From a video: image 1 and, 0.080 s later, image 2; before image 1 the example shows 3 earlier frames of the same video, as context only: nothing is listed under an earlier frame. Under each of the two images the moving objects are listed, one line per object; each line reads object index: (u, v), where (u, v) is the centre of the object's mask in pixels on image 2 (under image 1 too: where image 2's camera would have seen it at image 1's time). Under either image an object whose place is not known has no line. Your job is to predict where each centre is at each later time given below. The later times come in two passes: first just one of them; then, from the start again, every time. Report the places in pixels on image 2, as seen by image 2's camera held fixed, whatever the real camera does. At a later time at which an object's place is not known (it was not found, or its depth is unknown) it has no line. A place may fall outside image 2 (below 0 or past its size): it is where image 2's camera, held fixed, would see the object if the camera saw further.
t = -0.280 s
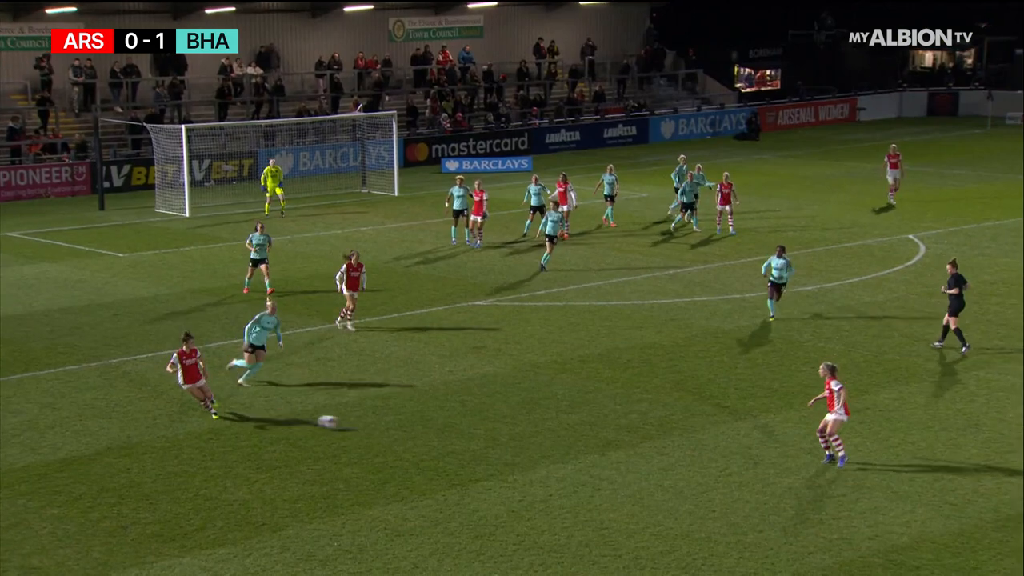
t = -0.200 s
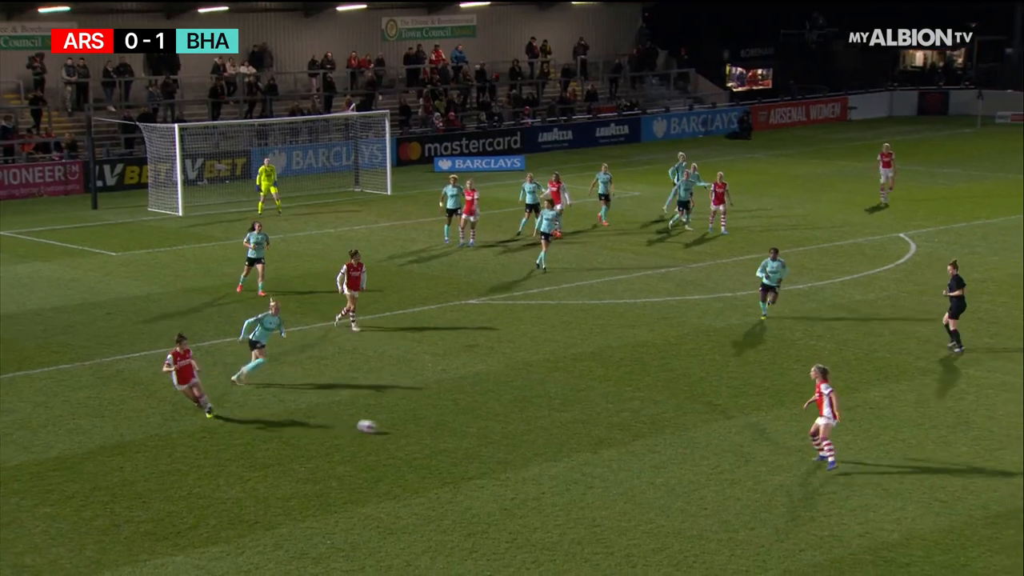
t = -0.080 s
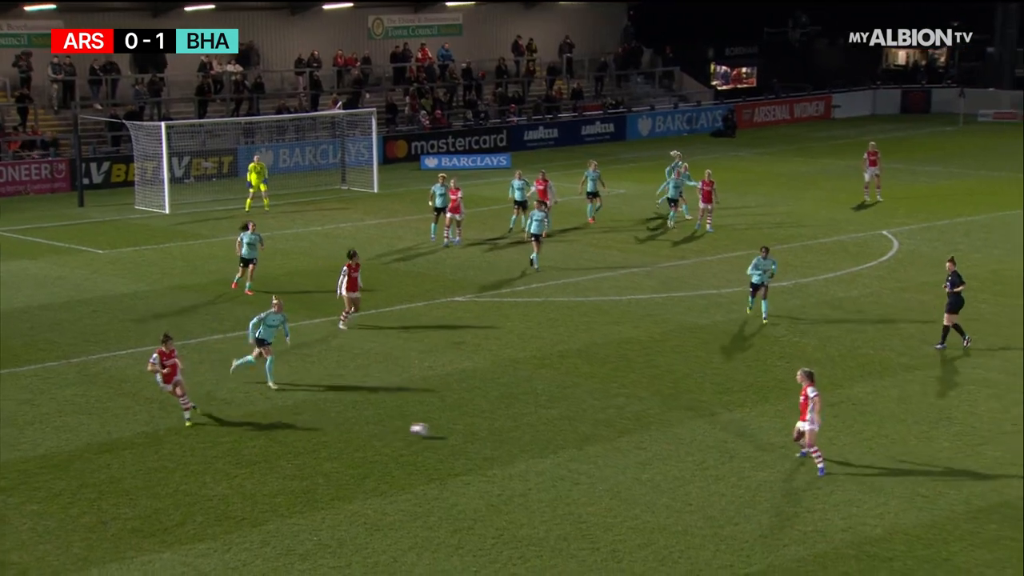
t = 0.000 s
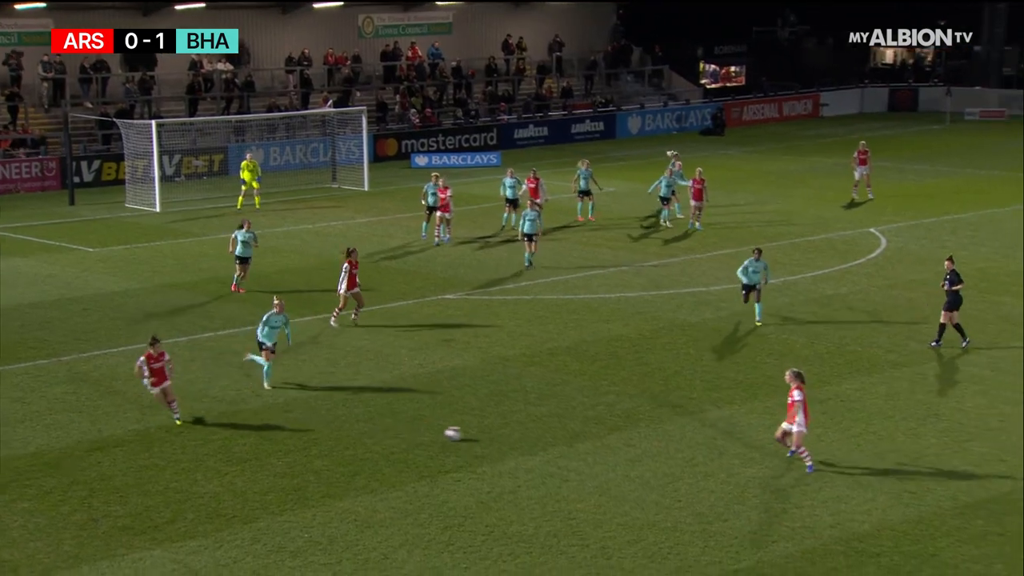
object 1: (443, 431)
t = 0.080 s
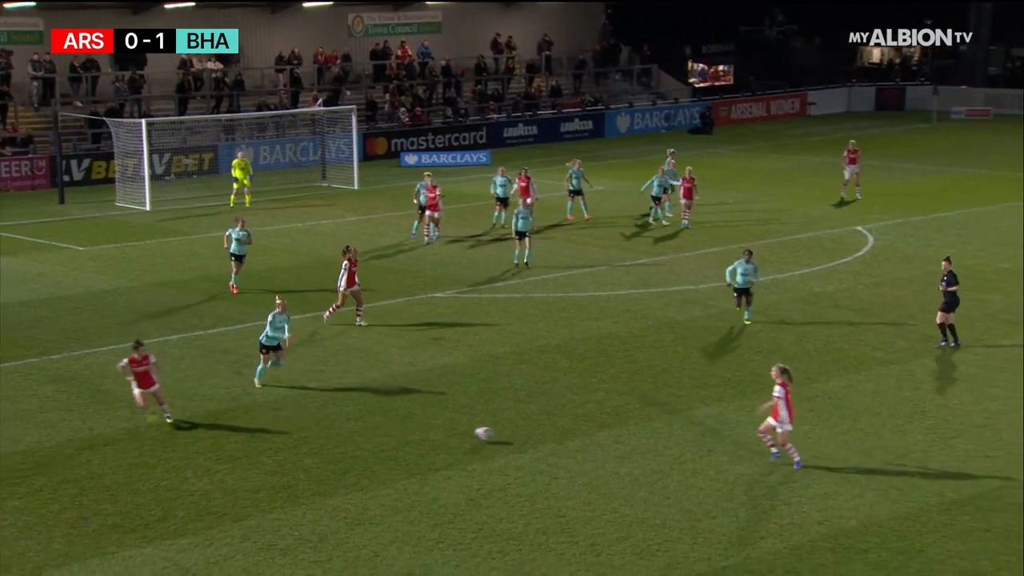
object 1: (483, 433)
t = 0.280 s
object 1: (583, 446)
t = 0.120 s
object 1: (504, 437)
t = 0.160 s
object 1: (525, 441)
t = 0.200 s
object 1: (544, 443)
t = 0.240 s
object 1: (564, 444)
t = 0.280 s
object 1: (583, 446)
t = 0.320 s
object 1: (602, 450)
